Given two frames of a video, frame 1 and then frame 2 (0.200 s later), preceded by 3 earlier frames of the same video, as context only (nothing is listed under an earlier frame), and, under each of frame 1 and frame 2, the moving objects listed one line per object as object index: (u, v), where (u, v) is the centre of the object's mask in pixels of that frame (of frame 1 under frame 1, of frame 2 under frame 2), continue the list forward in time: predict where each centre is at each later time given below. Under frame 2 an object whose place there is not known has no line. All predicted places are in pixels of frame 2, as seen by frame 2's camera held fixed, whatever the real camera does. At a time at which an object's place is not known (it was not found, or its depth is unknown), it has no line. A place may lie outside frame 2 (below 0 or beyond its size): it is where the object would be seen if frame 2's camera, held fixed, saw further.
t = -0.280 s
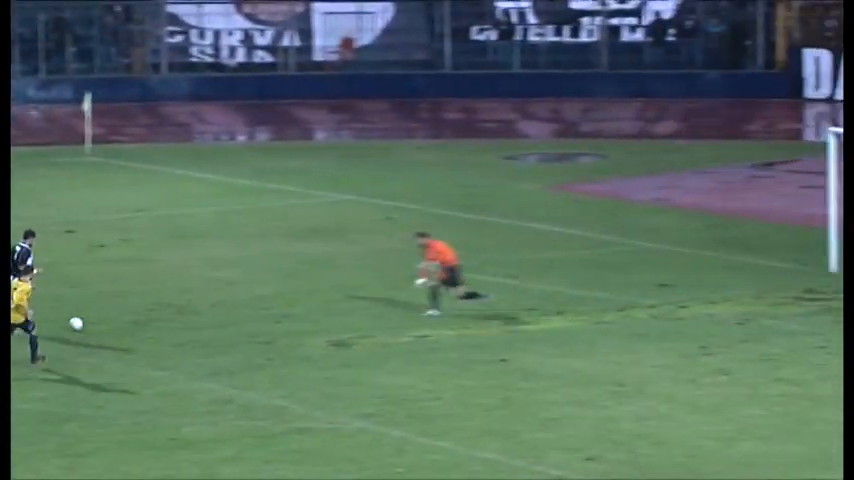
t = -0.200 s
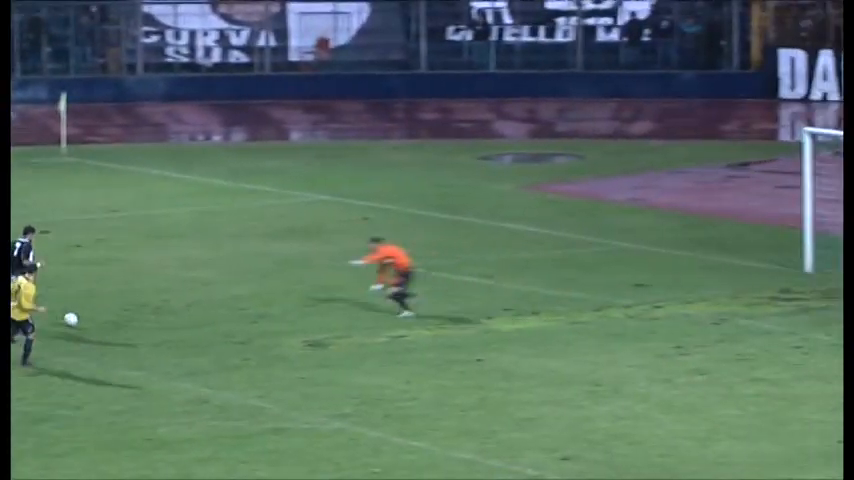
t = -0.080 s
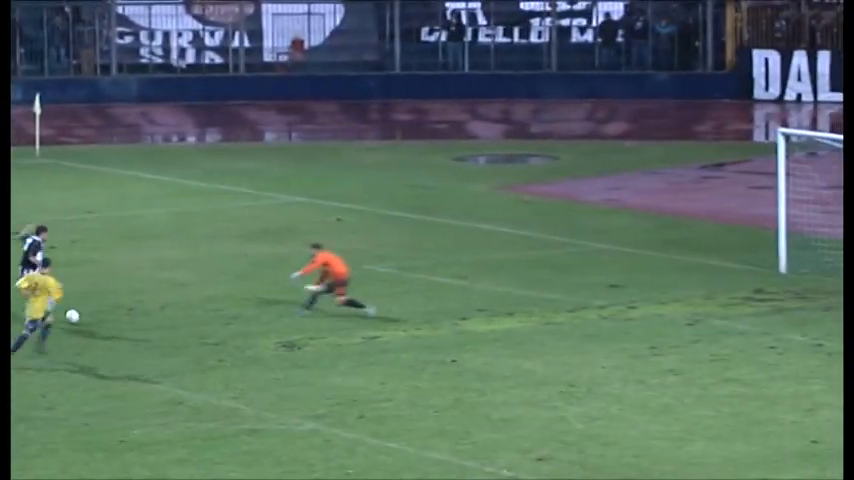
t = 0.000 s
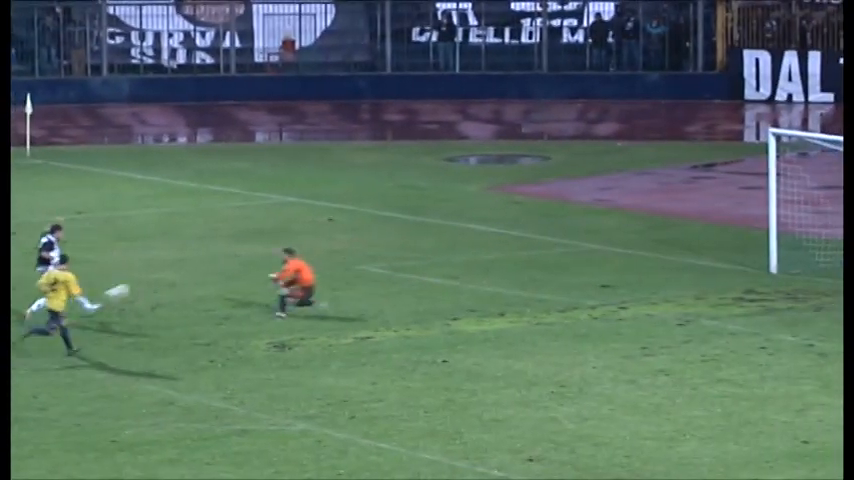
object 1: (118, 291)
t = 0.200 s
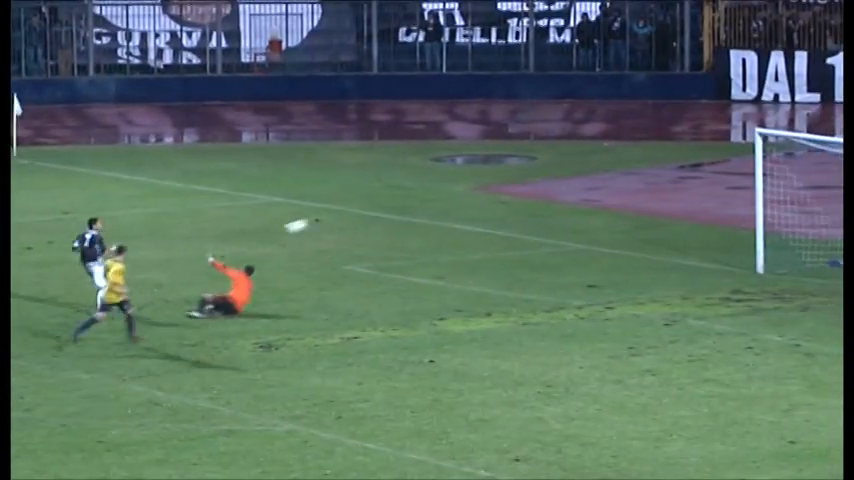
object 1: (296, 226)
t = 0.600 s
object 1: (658, 176)
